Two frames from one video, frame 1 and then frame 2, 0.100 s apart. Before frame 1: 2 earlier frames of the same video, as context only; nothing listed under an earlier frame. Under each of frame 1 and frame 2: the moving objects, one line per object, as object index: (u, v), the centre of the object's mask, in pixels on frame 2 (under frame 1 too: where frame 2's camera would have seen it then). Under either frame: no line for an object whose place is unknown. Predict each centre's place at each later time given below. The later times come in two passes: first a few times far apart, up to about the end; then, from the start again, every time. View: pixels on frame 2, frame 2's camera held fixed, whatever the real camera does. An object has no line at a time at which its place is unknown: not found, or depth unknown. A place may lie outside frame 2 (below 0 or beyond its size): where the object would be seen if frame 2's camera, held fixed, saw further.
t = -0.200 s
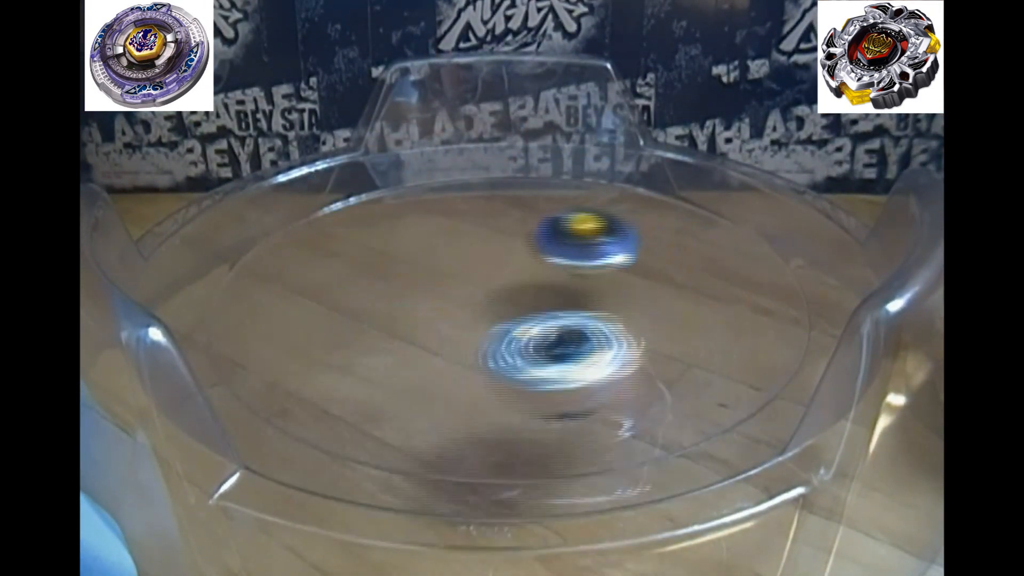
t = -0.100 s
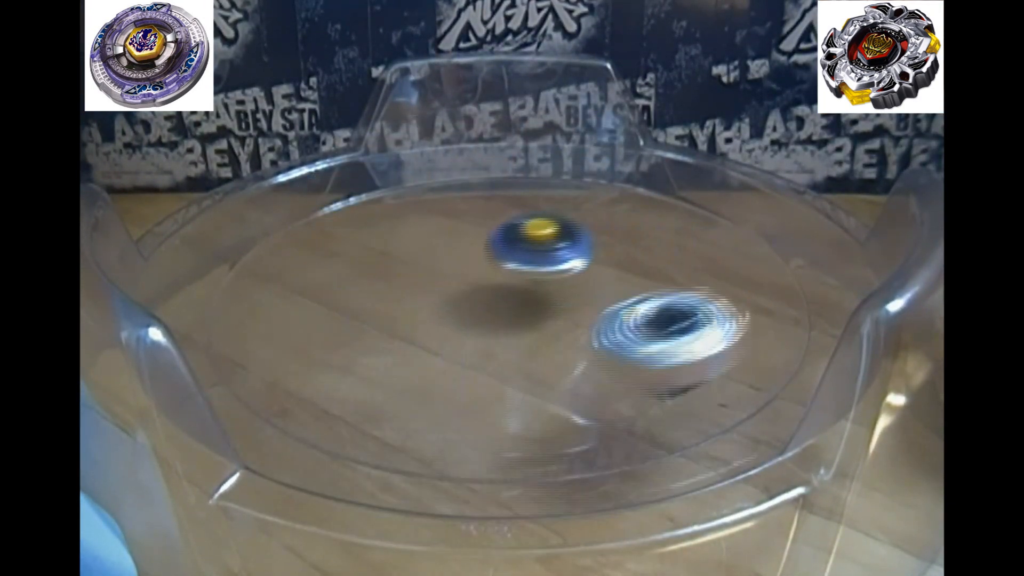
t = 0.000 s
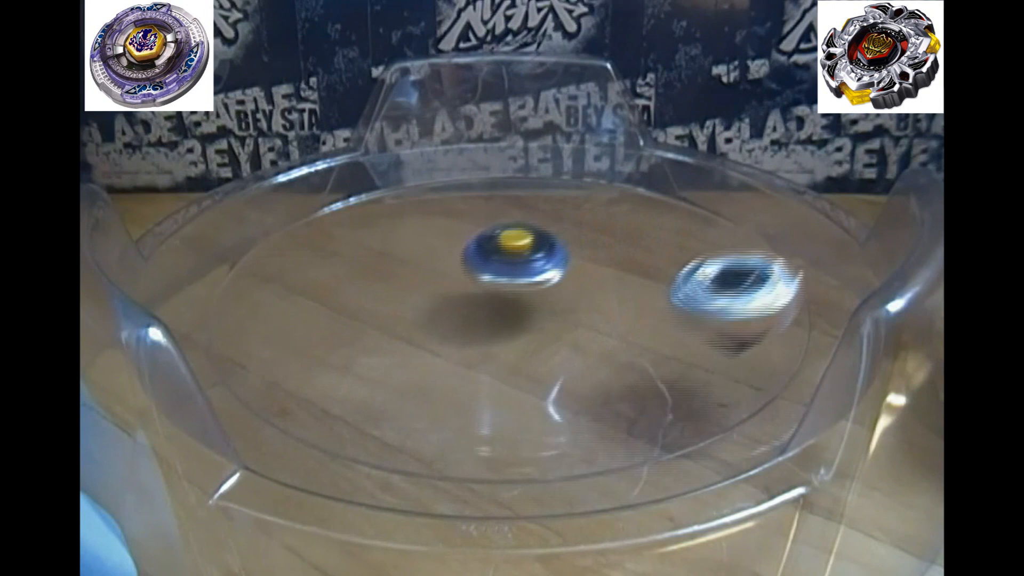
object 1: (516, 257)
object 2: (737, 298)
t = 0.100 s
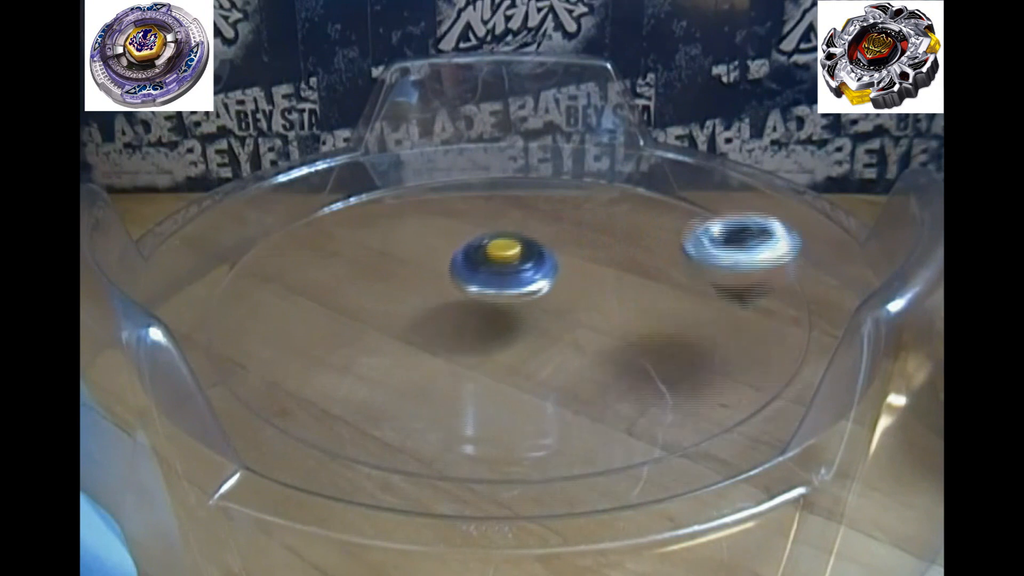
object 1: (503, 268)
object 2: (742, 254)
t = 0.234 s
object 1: (493, 280)
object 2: (668, 219)
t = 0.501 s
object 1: (501, 294)
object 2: (442, 236)
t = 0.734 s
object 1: (507, 295)
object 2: (322, 308)
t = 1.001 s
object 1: (510, 295)
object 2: (500, 380)
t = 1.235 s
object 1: (511, 296)
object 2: (632, 300)
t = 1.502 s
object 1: (508, 297)
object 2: (526, 208)
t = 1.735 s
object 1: (511, 295)
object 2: (367, 210)
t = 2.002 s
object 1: (515, 297)
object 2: (398, 321)
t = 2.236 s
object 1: (511, 295)
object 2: (619, 329)
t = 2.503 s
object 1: (510, 300)
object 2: (674, 229)
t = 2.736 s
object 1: (509, 301)
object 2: (511, 217)
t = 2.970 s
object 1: (508, 301)
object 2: (381, 288)
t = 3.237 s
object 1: (508, 298)
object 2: (480, 373)
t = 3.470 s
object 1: (504, 300)
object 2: (649, 320)
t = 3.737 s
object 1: (501, 299)
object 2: (547, 234)
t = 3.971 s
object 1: (502, 298)
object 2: (385, 224)
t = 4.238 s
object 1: (502, 297)
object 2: (357, 313)
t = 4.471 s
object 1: (496, 286)
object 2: (560, 338)
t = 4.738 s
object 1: (508, 292)
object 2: (662, 249)
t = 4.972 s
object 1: (505, 295)
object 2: (534, 212)
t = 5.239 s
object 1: (515, 300)
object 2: (383, 275)
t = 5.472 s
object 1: (516, 296)
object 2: (437, 353)
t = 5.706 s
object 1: (512, 297)
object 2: (619, 331)
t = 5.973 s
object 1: (505, 299)
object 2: (585, 241)
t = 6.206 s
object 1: (508, 298)
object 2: (437, 222)
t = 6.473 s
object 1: (509, 301)
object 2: (370, 300)
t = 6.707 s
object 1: (507, 284)
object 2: (535, 344)
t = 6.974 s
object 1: (507, 298)
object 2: (646, 267)
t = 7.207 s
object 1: (504, 298)
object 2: (531, 223)
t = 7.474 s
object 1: (504, 301)
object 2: (387, 274)
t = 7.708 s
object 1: (511, 293)
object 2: (445, 346)
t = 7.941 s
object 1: (503, 297)
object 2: (612, 321)
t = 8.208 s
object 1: (504, 297)
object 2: (572, 239)
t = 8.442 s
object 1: (506, 297)
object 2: (432, 233)
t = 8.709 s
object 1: (508, 296)
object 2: (398, 313)
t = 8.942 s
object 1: (495, 289)
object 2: (560, 337)
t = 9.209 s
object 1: (506, 298)
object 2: (626, 257)
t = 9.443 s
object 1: (506, 298)
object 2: (505, 227)
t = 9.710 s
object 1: (507, 303)
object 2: (383, 284)
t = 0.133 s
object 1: (500, 271)
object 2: (730, 242)
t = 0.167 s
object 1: (498, 274)
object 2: (712, 232)
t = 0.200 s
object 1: (495, 277)
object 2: (691, 225)
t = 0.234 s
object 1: (493, 280)
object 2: (668, 219)
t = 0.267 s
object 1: (492, 283)
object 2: (642, 215)
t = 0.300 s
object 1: (492, 286)
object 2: (612, 213)
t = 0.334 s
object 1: (494, 288)
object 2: (584, 213)
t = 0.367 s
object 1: (495, 290)
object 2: (555, 215)
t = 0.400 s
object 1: (497, 292)
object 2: (527, 218)
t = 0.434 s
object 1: (499, 293)
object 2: (498, 222)
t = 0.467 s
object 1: (500, 293)
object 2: (469, 228)
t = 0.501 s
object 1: (501, 294)
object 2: (442, 236)
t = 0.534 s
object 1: (503, 295)
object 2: (419, 244)
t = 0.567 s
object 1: (504, 295)
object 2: (396, 253)
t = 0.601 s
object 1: (505, 295)
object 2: (376, 262)
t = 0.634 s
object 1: (506, 295)
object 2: (356, 273)
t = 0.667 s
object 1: (507, 295)
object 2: (342, 283)
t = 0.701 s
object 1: (507, 295)
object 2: (329, 295)
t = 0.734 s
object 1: (507, 295)
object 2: (322, 308)
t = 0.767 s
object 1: (508, 295)
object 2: (321, 321)
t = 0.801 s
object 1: (508, 295)
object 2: (325, 334)
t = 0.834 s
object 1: (509, 295)
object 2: (338, 347)
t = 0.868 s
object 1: (509, 295)
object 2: (359, 359)
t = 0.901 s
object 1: (509, 295)
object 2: (393, 371)
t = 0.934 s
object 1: (510, 295)
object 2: (424, 377)
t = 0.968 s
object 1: (510, 295)
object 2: (461, 381)
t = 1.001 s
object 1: (510, 295)
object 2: (500, 380)
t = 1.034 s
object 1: (510, 294)
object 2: (538, 376)
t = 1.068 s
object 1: (510, 294)
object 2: (572, 368)
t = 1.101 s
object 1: (510, 295)
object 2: (595, 357)
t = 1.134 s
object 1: (510, 295)
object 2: (617, 342)
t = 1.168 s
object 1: (511, 296)
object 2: (629, 329)
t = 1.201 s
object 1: (511, 296)
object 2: (632, 314)
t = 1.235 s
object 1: (511, 296)
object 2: (632, 300)
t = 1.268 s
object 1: (511, 296)
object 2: (627, 286)
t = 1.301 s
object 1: (509, 296)
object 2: (622, 272)
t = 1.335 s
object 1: (509, 297)
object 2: (612, 259)
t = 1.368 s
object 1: (508, 297)
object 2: (599, 246)
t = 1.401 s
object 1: (508, 297)
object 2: (585, 234)
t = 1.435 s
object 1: (508, 297)
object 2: (567, 223)
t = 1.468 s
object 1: (508, 297)
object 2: (548, 215)
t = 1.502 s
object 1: (508, 297)
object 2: (526, 208)
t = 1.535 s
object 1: (508, 296)
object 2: (505, 202)
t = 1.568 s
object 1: (509, 296)
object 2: (482, 198)
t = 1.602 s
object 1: (509, 296)
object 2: (456, 194)
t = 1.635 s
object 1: (509, 295)
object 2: (432, 194)
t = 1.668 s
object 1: (510, 295)
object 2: (407, 198)
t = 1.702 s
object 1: (510, 295)
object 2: (385, 203)
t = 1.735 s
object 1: (511, 295)
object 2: (367, 210)
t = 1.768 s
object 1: (511, 295)
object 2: (350, 221)
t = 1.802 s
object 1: (512, 295)
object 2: (340, 232)
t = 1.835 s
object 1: (513, 296)
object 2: (333, 246)
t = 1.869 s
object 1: (513, 296)
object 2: (332, 261)
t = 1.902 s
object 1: (514, 297)
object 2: (340, 277)
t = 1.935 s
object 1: (514, 297)
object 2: (352, 292)
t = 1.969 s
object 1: (514, 297)
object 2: (373, 308)
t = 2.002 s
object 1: (515, 297)
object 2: (398, 321)
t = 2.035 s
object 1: (520, 296)
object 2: (427, 331)
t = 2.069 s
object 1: (526, 291)
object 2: (458, 339)
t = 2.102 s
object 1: (523, 286)
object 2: (489, 343)
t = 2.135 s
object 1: (514, 282)
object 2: (523, 345)
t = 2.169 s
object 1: (506, 286)
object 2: (555, 344)
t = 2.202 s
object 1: (505, 291)
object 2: (587, 339)
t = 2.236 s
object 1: (511, 295)
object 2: (619, 329)
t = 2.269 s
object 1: (513, 296)
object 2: (643, 319)
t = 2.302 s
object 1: (513, 297)
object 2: (664, 308)
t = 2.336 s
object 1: (512, 297)
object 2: (680, 294)
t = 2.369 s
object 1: (512, 298)
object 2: (690, 280)
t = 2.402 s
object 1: (512, 299)
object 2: (695, 265)
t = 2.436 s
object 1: (511, 299)
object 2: (693, 252)
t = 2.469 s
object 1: (511, 300)
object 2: (687, 239)
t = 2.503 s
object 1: (510, 300)
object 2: (674, 229)
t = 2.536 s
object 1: (509, 300)
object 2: (657, 220)
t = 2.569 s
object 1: (509, 301)
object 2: (637, 214)
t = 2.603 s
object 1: (508, 301)
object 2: (614, 210)
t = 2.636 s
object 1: (508, 301)
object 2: (588, 209)
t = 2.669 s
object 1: (508, 301)
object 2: (561, 210)
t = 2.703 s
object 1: (509, 301)
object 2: (536, 213)
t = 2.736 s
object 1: (509, 301)
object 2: (511, 217)
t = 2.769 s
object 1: (510, 301)
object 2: (487, 224)
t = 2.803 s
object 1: (510, 301)
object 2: (464, 231)
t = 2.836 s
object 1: (509, 301)
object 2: (444, 240)
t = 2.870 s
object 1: (509, 301)
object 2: (423, 252)
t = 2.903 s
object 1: (508, 301)
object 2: (408, 262)
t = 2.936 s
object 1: (508, 301)
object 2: (394, 274)
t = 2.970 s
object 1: (508, 301)
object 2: (381, 288)
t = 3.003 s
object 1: (508, 300)
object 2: (377, 300)
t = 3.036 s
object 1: (508, 300)
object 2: (376, 313)
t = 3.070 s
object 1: (508, 300)
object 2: (378, 326)
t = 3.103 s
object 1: (508, 300)
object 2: (389, 339)
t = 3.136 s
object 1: (509, 300)
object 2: (404, 350)
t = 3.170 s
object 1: (509, 299)
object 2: (425, 360)
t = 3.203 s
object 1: (509, 298)
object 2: (446, 367)
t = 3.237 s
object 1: (508, 298)
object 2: (480, 373)
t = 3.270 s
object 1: (506, 298)
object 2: (516, 374)
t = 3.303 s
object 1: (505, 298)
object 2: (550, 373)
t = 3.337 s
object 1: (505, 299)
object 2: (582, 366)
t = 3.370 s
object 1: (505, 300)
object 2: (610, 356)
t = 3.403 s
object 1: (505, 300)
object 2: (628, 346)
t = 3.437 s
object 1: (505, 300)
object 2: (643, 333)
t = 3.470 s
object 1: (504, 300)
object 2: (649, 320)
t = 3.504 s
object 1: (504, 299)
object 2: (649, 307)
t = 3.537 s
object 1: (503, 299)
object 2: (644, 293)
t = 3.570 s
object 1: (503, 299)
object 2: (635, 282)
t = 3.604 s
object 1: (503, 299)
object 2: (621, 271)
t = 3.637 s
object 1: (503, 299)
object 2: (605, 261)
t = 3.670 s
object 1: (503, 299)
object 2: (586, 252)
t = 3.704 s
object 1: (502, 299)
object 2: (567, 243)
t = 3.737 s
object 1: (501, 299)
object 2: (547, 234)
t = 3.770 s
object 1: (501, 299)
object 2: (525, 229)
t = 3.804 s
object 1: (501, 299)
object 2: (501, 224)
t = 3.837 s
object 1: (500, 298)
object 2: (477, 221)
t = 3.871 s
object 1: (501, 298)
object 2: (452, 219)
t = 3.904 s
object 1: (501, 298)
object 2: (430, 219)
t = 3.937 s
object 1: (501, 298)
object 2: (406, 221)
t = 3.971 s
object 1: (502, 298)
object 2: (385, 224)
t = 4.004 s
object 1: (502, 298)
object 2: (364, 229)
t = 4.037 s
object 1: (502, 298)
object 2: (347, 237)
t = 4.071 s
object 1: (501, 298)
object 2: (332, 248)
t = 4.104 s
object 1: (501, 298)
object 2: (324, 259)
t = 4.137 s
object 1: (501, 298)
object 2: (322, 272)
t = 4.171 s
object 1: (501, 297)
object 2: (326, 285)
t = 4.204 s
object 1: (502, 297)
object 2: (336, 300)
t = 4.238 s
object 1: (502, 297)
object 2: (357, 313)
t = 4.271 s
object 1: (502, 297)
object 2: (381, 326)
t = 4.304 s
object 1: (506, 296)
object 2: (409, 334)
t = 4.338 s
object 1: (511, 291)
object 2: (440, 341)
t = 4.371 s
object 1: (511, 288)
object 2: (469, 343)
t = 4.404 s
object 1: (504, 281)
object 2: (501, 342)
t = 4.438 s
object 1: (497, 282)
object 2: (533, 341)
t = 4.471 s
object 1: (496, 286)
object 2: (560, 338)
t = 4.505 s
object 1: (499, 289)
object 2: (588, 333)
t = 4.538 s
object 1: (503, 290)
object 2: (613, 322)
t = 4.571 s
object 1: (505, 290)
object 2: (634, 311)
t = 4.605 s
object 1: (506, 289)
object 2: (649, 300)
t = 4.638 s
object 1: (507, 290)
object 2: (660, 287)
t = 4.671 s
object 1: (508, 290)
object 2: (665, 274)
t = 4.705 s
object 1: (508, 292)
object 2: (666, 261)
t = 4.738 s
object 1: (508, 292)
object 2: (662, 249)
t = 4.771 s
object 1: (507, 293)
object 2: (653, 236)
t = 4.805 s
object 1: (506, 294)
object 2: (640, 228)
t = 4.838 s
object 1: (506, 294)
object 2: (624, 220)
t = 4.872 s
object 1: (505, 295)
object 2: (603, 215)
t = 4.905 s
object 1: (505, 295)
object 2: (582, 211)
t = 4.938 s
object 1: (505, 295)
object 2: (558, 210)
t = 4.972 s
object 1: (505, 295)
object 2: (534, 212)
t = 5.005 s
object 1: (505, 295)
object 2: (511, 215)
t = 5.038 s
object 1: (506, 295)
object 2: (490, 220)
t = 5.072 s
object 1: (506, 295)
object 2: (468, 227)
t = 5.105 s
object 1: (506, 294)
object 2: (447, 236)
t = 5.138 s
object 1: (508, 296)
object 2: (427, 246)
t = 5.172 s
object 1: (512, 298)
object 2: (411, 253)
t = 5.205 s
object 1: (514, 299)
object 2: (395, 264)
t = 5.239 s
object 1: (515, 300)
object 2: (383, 275)
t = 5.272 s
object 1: (516, 301)
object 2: (375, 286)
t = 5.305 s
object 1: (515, 301)
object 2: (372, 298)
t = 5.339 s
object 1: (515, 301)
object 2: (375, 309)
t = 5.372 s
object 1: (514, 301)
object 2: (381, 322)
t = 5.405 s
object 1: (513, 300)
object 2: (396, 335)
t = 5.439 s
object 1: (514, 298)
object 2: (414, 345)
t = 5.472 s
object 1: (516, 296)
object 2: (437, 353)
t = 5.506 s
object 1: (516, 294)
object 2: (462, 359)
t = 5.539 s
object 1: (515, 292)
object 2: (492, 362)
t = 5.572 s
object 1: (513, 291)
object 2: (522, 362)
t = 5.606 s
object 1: (511, 292)
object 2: (551, 359)
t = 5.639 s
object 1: (510, 293)
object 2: (578, 352)
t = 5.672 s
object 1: (510, 295)
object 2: (601, 342)
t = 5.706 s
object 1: (512, 297)
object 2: (619, 331)
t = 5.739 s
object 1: (513, 297)
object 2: (629, 319)
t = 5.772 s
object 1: (514, 297)
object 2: (635, 307)
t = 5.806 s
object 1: (513, 298)
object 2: (635, 294)
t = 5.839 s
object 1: (513, 298)
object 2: (630, 282)
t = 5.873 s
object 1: (511, 298)
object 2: (623, 270)
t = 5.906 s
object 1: (508, 299)
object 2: (614, 260)
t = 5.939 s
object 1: (506, 299)
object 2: (601, 250)
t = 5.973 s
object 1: (505, 299)
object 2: (585, 241)
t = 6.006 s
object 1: (505, 298)
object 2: (567, 234)
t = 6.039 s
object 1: (504, 298)
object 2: (547, 228)
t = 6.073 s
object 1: (505, 298)
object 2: (527, 223)
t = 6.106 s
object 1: (505, 298)
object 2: (505, 220)
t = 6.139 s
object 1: (506, 297)
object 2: (482, 219)
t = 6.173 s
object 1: (507, 298)
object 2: (462, 220)
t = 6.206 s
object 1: (508, 298)
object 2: (437, 222)
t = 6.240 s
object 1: (509, 299)
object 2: (417, 226)
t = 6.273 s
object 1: (509, 299)
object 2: (400, 233)
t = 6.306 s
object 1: (509, 300)
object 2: (384, 242)
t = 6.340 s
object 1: (509, 300)
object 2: (373, 251)
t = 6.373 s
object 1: (509, 301)
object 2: (365, 263)
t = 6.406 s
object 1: (509, 301)
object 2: (360, 275)
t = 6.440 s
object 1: (509, 301)
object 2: (363, 288)
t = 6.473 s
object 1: (509, 301)
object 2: (370, 300)
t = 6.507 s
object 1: (508, 301)
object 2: (386, 312)
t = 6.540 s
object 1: (512, 300)
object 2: (404, 324)
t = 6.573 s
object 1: (516, 298)
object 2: (427, 333)
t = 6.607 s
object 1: (519, 294)
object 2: (453, 340)
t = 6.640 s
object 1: (518, 289)
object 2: (479, 344)
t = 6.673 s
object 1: (513, 284)
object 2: (505, 346)
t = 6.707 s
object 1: (507, 284)
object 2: (535, 344)
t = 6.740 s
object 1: (503, 289)
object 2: (562, 341)
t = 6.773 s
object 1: (504, 292)
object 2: (586, 334)
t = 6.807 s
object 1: (507, 296)
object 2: (611, 325)
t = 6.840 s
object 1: (510, 297)
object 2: (627, 314)
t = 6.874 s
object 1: (510, 298)
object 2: (639, 303)
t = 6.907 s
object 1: (509, 298)
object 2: (646, 291)
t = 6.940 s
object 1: (508, 298)
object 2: (649, 279)
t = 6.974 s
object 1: (507, 298)
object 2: (646, 267)
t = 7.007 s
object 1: (506, 298)
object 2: (638, 256)
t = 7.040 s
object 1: (505, 298)
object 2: (627, 247)
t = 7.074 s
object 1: (505, 298)
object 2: (613, 239)
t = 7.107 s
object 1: (505, 298)
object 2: (595, 233)
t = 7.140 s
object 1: (504, 298)
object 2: (574, 228)
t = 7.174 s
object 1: (504, 298)
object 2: (553, 225)
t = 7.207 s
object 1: (504, 298)
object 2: (531, 223)
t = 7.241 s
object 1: (504, 298)
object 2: (509, 224)
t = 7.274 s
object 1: (504, 298)
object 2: (488, 227)
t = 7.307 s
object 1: (504, 298)
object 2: (466, 231)
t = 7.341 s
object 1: (504, 297)
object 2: (445, 239)
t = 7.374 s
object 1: (503, 298)
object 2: (427, 246)
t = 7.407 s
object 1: (504, 299)
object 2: (411, 255)
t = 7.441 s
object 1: (505, 300)
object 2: (399, 263)
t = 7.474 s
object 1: (504, 301)
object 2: (387, 274)
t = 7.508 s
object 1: (504, 301)
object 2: (380, 285)
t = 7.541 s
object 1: (504, 301)
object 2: (378, 296)
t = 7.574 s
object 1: (504, 301)
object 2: (383, 307)
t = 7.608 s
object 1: (505, 300)
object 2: (392, 318)
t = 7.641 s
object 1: (507, 298)
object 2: (405, 330)
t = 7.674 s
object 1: (509, 296)
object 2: (423, 339)
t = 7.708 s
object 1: (511, 293)
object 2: (445, 346)
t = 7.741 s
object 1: (510, 290)
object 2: (470, 352)
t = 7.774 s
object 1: (507, 288)
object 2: (496, 353)
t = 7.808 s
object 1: (503, 287)
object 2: (524, 352)
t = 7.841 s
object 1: (500, 290)
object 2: (551, 348)
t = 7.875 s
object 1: (499, 292)
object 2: (575, 342)
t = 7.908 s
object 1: (501, 296)
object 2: (597, 332)
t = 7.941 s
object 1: (503, 297)
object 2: (612, 321)
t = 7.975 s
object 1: (505, 297)
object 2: (622, 310)
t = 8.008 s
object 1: (506, 297)
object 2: (626, 299)
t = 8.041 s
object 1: (506, 297)
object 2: (625, 287)
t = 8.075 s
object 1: (506, 297)
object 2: (621, 276)
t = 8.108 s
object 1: (505, 297)
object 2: (613, 265)
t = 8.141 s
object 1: (505, 297)
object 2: (602, 255)
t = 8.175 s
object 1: (504, 297)
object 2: (589, 247)
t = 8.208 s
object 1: (504, 297)
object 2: (572, 239)
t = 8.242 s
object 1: (504, 297)
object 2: (555, 232)
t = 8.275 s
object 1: (504, 296)
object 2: (536, 227)
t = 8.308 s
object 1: (505, 296)
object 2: (516, 225)
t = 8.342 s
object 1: (505, 296)
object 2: (494, 224)
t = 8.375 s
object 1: (505, 296)
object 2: (473, 225)
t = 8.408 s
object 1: (505, 296)
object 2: (452, 229)
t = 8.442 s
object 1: (506, 297)
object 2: (432, 233)
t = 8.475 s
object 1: (505, 297)
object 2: (415, 239)
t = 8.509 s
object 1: (505, 297)
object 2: (400, 247)
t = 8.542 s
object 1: (505, 297)
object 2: (388, 256)
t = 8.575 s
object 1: (506, 297)
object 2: (380, 267)
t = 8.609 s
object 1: (506, 297)
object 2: (375, 278)
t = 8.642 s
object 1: (506, 297)
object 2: (376, 290)
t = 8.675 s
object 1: (506, 297)
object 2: (384, 301)
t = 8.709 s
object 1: (508, 296)
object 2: (398, 313)
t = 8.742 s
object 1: (511, 296)
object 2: (413, 323)
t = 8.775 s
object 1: (515, 293)
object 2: (434, 332)
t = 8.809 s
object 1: (516, 289)
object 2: (458, 338)
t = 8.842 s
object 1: (513, 285)
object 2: (481, 342)
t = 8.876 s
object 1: (507, 282)
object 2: (509, 343)
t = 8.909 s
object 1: (500, 284)
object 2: (535, 341)
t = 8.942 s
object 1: (495, 289)
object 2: (560, 337)
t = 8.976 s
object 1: (497, 293)
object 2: (582, 332)
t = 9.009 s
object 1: (501, 296)
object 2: (604, 322)
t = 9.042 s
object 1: (505, 297)
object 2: (619, 312)
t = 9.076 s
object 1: (506, 297)
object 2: (630, 301)
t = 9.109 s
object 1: (506, 297)
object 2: (636, 290)
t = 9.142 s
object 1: (506, 297)
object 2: (637, 279)
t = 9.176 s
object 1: (506, 298)
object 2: (634, 268)
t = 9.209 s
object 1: (506, 298)
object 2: (626, 257)
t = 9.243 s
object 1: (506, 298)
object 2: (616, 249)
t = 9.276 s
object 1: (506, 298)
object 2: (602, 241)
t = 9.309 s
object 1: (506, 298)
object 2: (585, 235)
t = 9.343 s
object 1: (506, 298)
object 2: (566, 231)
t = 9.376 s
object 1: (505, 298)
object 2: (546, 228)
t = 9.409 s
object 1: (506, 298)
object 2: (525, 226)
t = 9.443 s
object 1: (506, 298)
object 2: (505, 227)
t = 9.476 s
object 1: (506, 298)
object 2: (484, 230)
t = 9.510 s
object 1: (506, 298)
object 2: (464, 234)
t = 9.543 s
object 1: (506, 298)
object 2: (445, 241)
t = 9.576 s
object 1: (506, 300)
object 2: (428, 247)
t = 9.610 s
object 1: (506, 301)
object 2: (413, 255)
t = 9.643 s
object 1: (506, 302)
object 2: (400, 263)
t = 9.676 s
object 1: (506, 302)
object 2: (391, 273)
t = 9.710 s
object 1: (507, 303)
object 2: (383, 284)
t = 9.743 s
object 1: (507, 302)
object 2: (382, 294)
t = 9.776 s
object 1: (508, 302)
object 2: (386, 304)
